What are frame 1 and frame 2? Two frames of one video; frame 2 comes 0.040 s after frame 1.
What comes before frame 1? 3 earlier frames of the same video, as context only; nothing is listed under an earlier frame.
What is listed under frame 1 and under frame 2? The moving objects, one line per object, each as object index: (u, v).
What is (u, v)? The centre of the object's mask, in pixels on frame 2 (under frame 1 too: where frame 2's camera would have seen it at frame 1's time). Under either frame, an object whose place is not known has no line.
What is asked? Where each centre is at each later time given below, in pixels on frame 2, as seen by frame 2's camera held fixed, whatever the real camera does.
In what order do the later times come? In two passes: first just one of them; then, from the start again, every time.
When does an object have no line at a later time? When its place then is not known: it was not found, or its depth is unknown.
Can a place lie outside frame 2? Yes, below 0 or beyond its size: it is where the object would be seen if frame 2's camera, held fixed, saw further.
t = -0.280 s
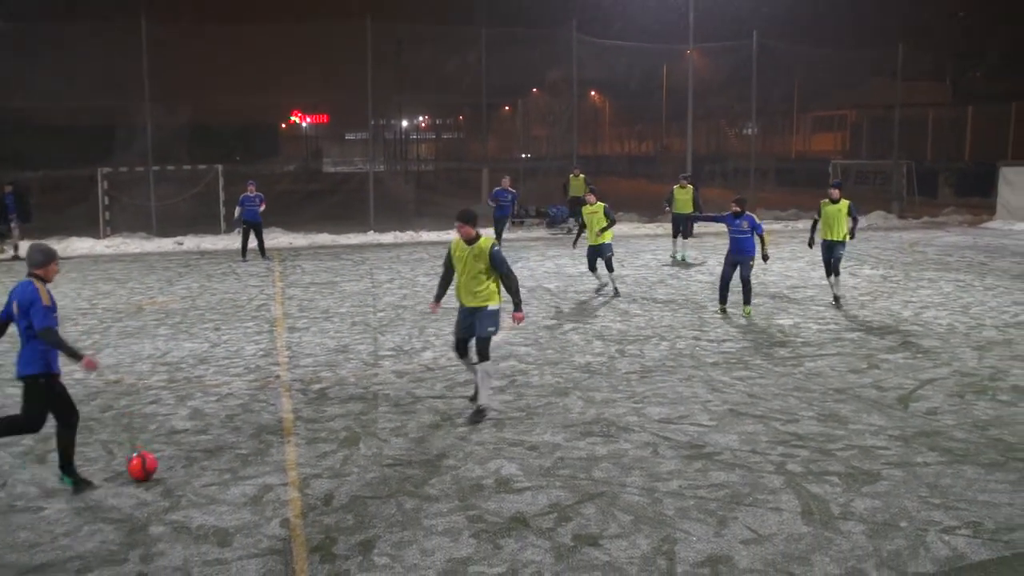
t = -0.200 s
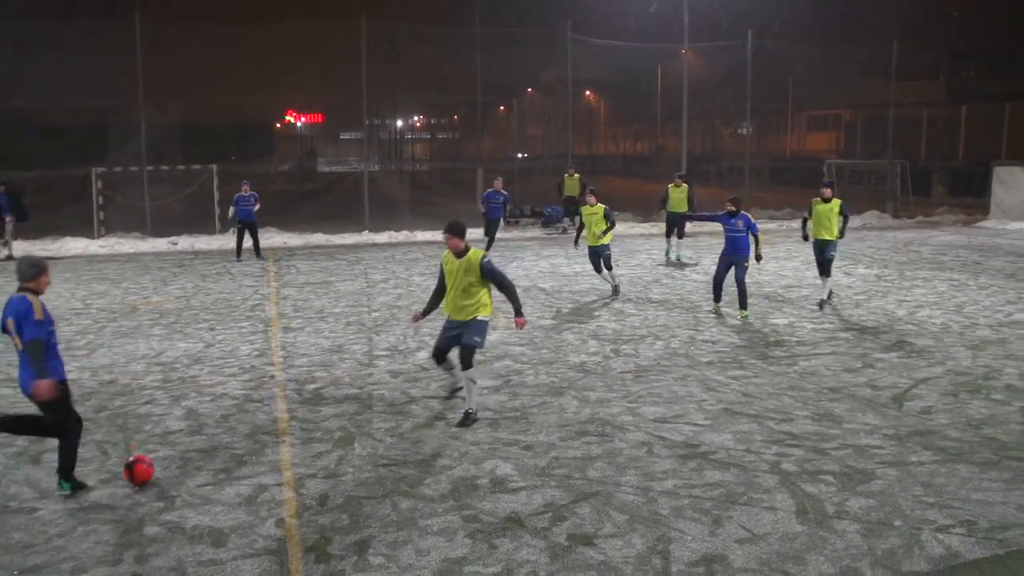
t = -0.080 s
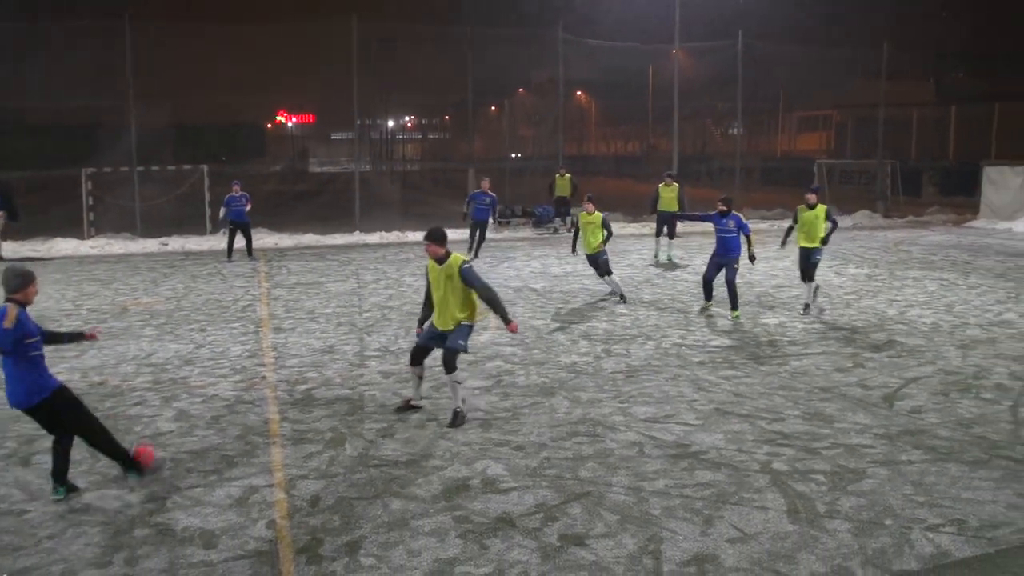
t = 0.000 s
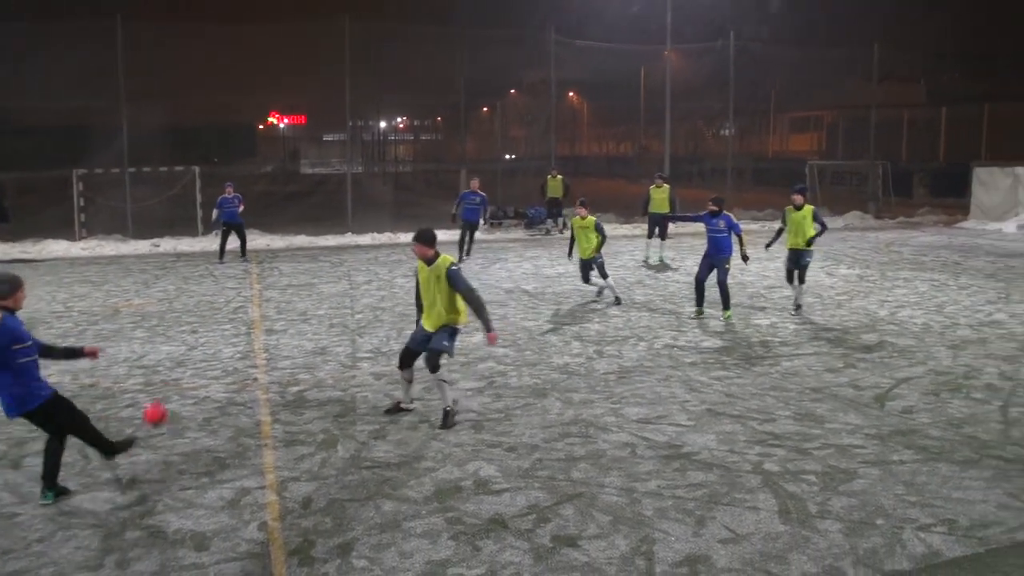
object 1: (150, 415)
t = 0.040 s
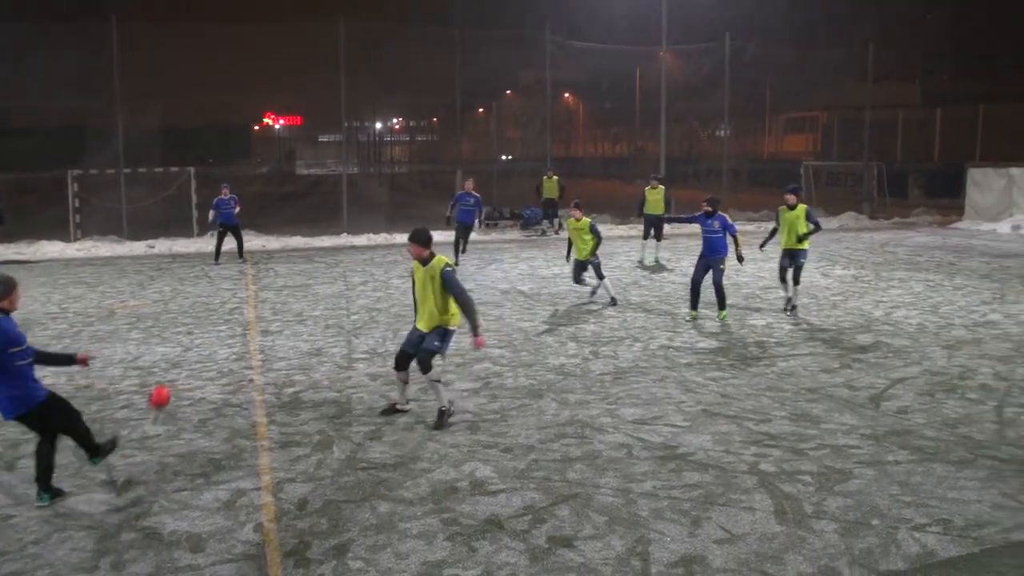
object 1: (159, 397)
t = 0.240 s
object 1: (184, 338)
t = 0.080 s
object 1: (166, 381)
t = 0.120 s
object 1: (172, 368)
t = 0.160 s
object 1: (176, 356)
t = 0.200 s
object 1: (181, 346)
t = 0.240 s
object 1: (184, 338)
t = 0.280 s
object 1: (187, 330)
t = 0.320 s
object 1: (189, 323)
